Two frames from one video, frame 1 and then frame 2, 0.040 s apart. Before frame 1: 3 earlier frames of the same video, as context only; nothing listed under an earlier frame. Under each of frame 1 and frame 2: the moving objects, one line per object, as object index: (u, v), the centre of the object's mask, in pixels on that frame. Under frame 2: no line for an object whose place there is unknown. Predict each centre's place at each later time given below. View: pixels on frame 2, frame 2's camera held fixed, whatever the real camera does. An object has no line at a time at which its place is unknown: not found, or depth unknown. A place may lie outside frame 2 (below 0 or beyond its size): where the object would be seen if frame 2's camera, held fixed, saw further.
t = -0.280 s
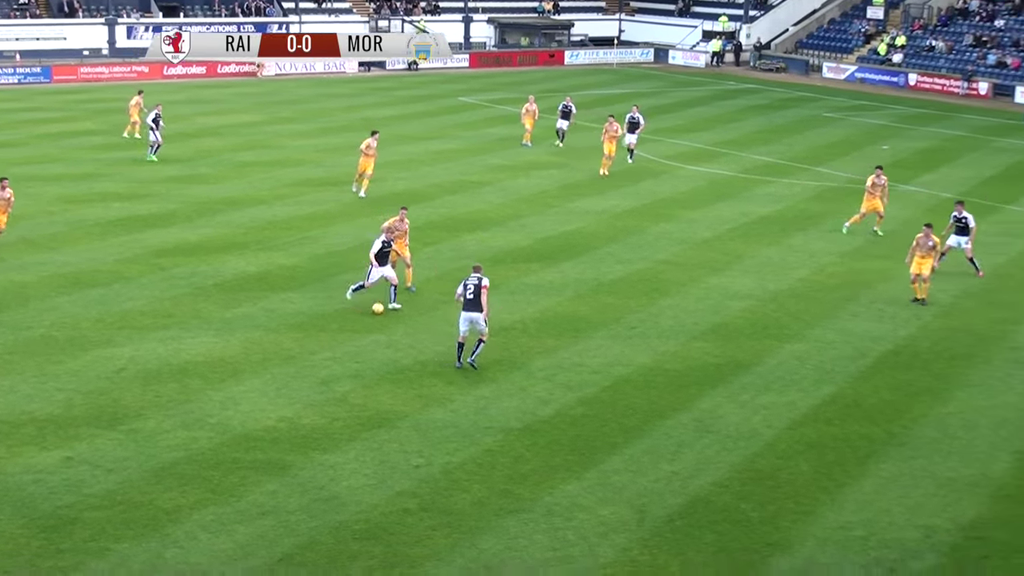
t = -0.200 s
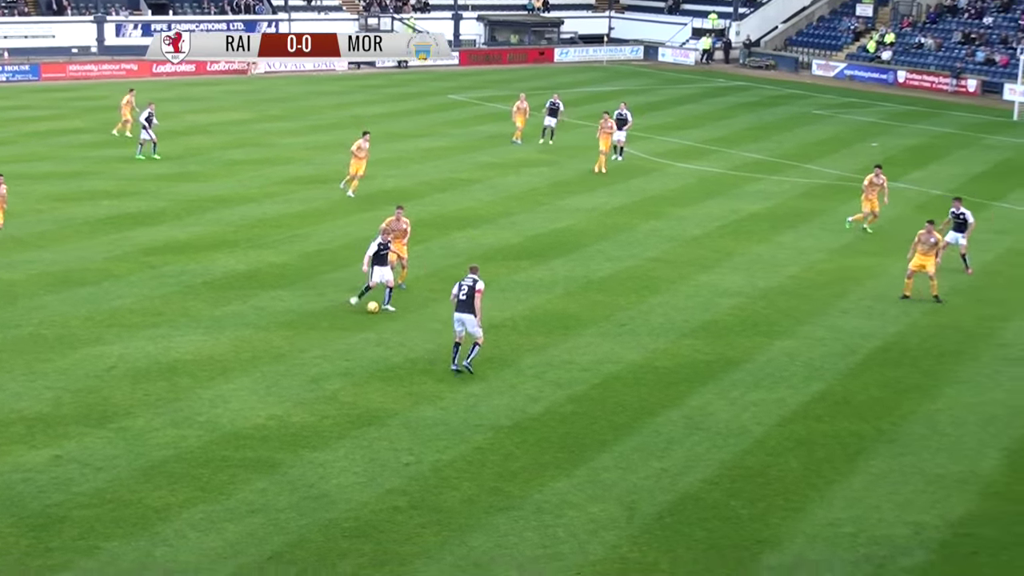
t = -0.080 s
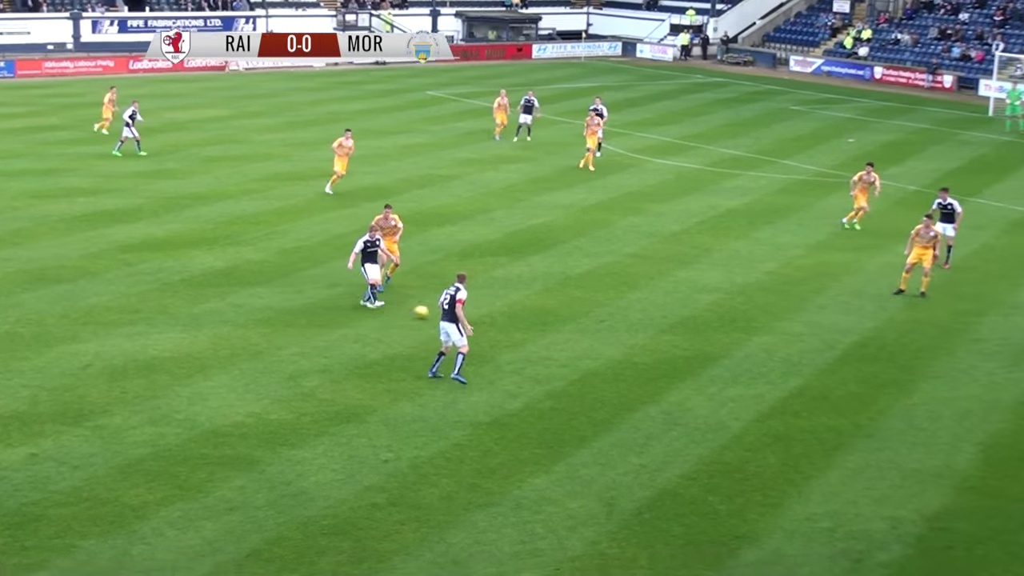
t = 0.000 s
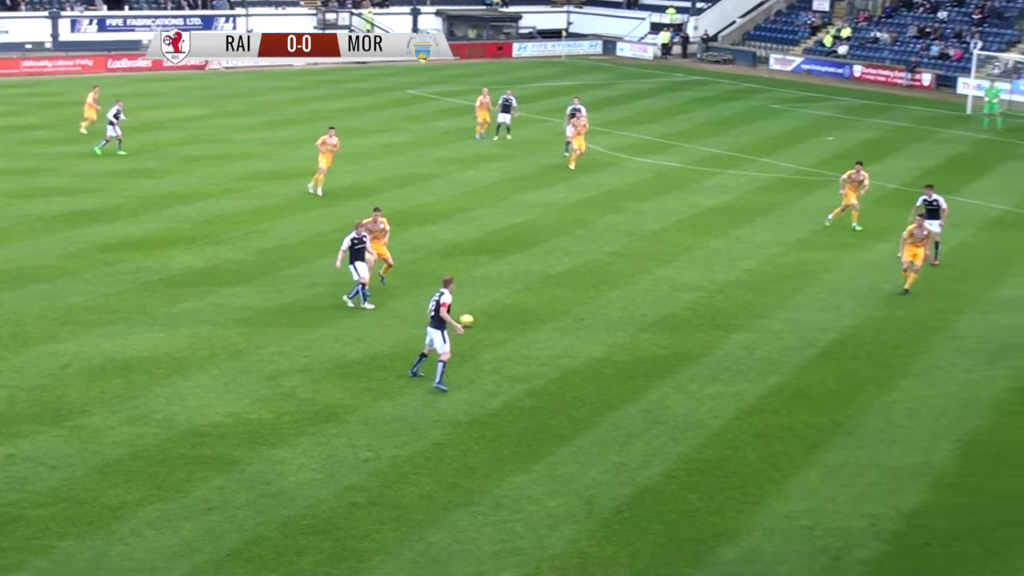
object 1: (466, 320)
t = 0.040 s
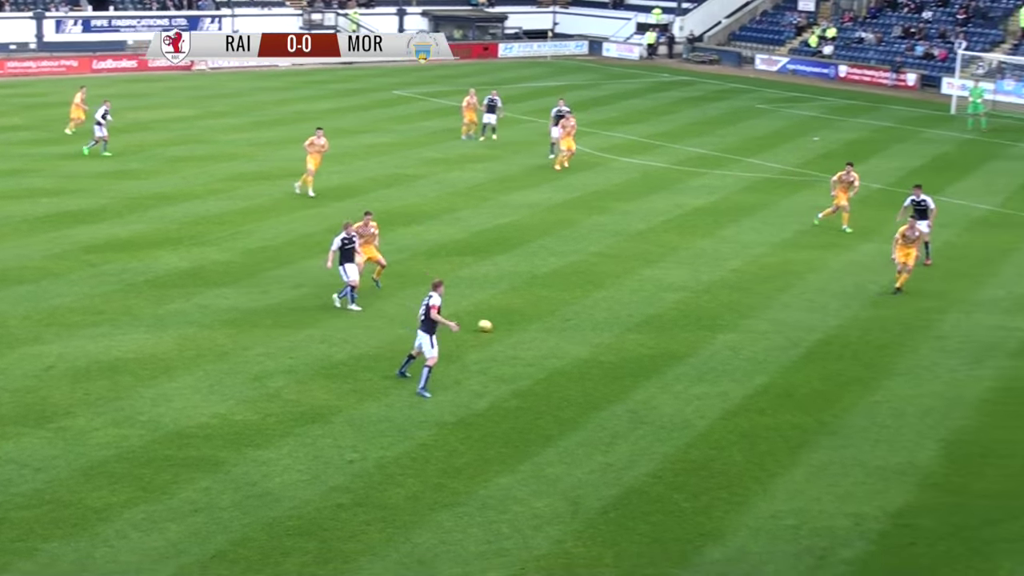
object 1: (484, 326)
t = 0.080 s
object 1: (516, 329)
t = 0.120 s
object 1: (546, 332)
